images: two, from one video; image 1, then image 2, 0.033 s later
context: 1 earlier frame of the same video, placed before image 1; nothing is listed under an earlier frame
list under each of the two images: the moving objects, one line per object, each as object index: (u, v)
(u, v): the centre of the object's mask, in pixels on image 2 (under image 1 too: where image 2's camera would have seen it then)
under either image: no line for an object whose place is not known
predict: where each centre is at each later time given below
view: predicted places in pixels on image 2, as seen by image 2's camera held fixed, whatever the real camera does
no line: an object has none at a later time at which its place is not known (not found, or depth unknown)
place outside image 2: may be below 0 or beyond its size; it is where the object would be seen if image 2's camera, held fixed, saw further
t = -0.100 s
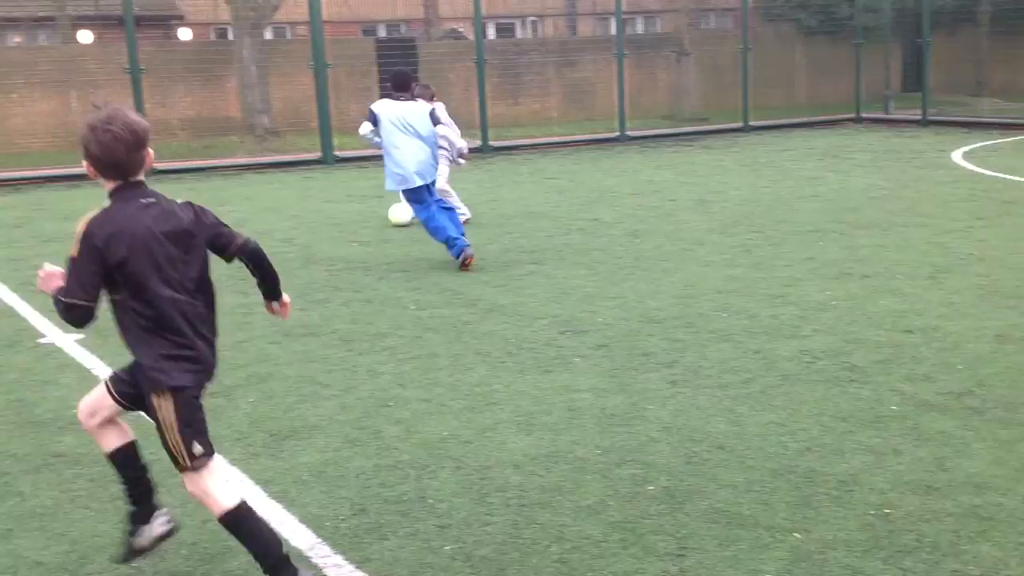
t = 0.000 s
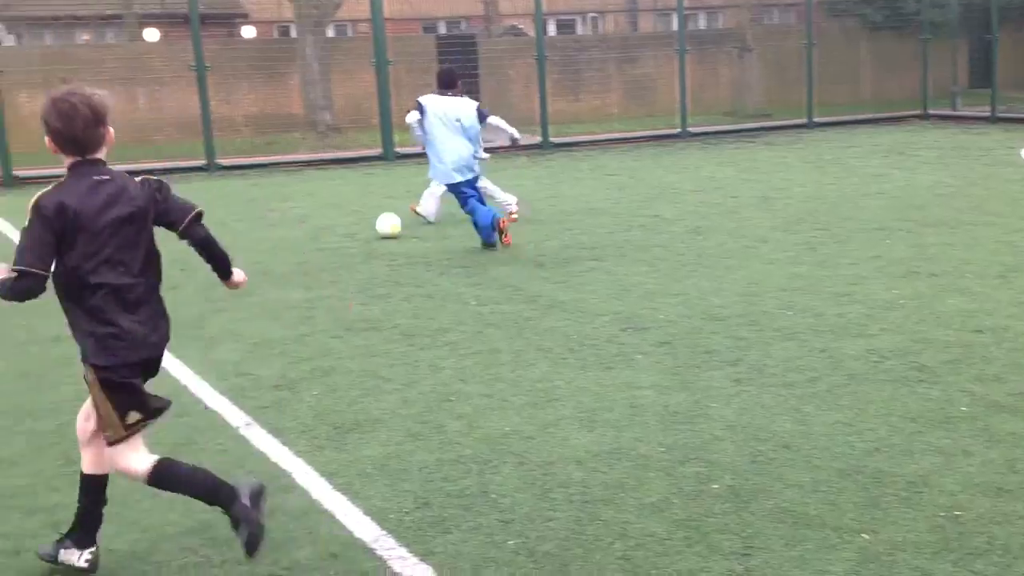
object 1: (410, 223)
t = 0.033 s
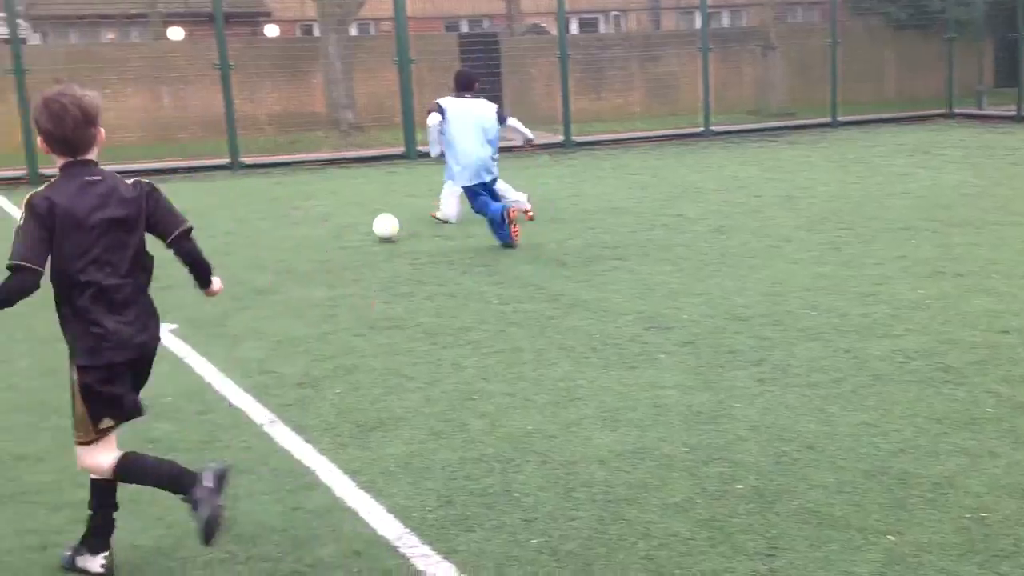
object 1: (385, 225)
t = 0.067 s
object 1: (359, 229)
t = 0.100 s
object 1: (332, 234)
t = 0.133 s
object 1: (304, 241)
